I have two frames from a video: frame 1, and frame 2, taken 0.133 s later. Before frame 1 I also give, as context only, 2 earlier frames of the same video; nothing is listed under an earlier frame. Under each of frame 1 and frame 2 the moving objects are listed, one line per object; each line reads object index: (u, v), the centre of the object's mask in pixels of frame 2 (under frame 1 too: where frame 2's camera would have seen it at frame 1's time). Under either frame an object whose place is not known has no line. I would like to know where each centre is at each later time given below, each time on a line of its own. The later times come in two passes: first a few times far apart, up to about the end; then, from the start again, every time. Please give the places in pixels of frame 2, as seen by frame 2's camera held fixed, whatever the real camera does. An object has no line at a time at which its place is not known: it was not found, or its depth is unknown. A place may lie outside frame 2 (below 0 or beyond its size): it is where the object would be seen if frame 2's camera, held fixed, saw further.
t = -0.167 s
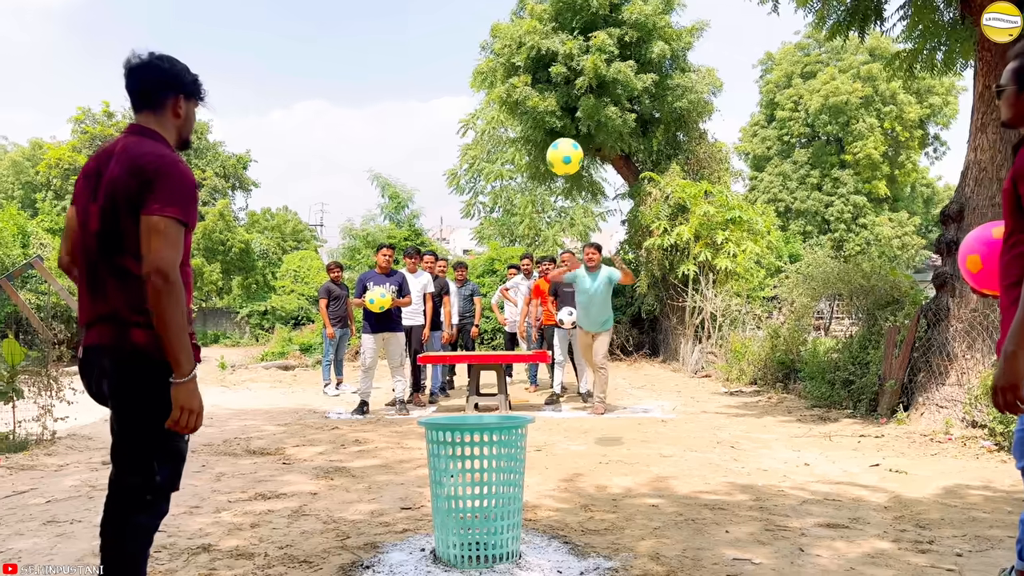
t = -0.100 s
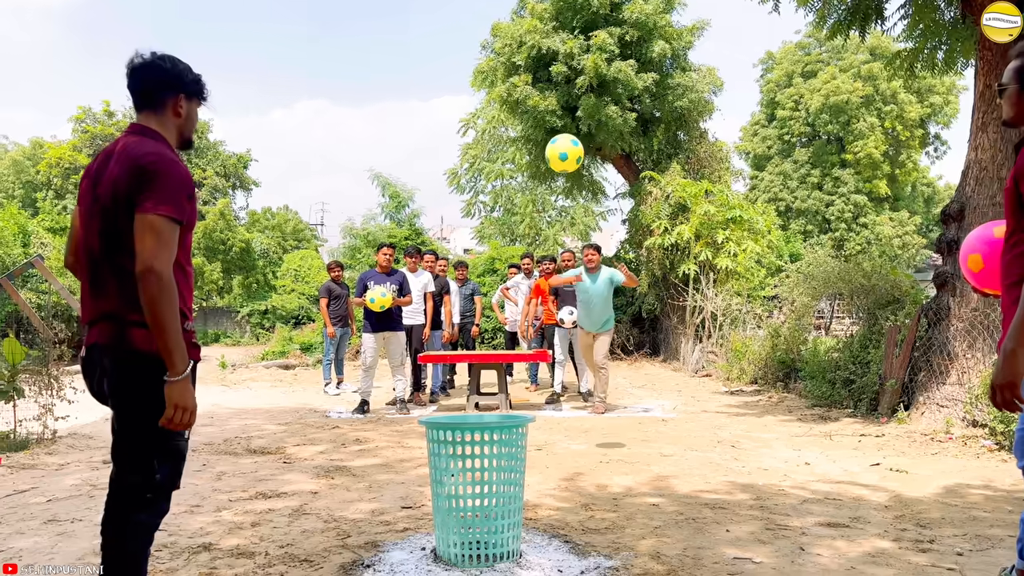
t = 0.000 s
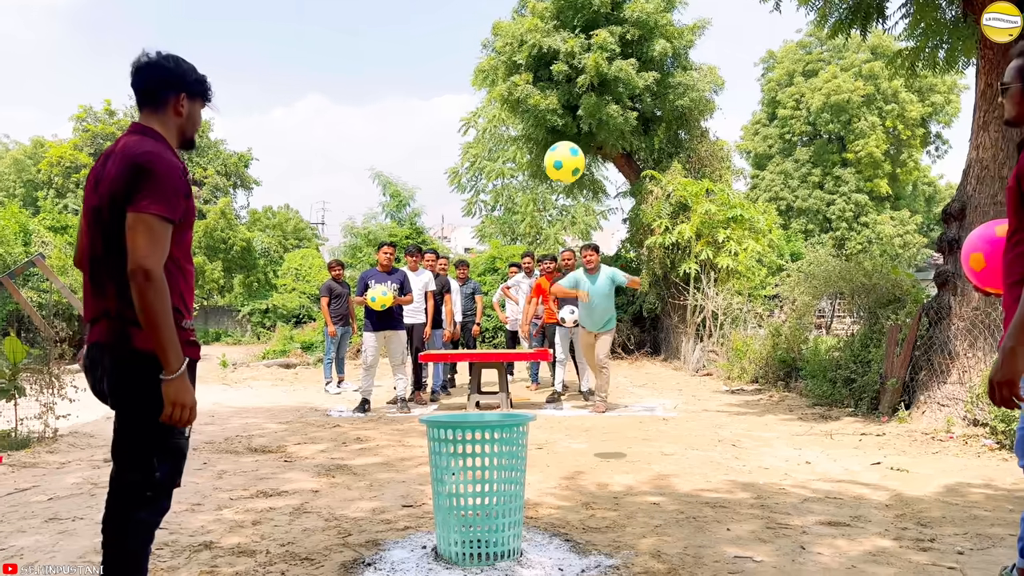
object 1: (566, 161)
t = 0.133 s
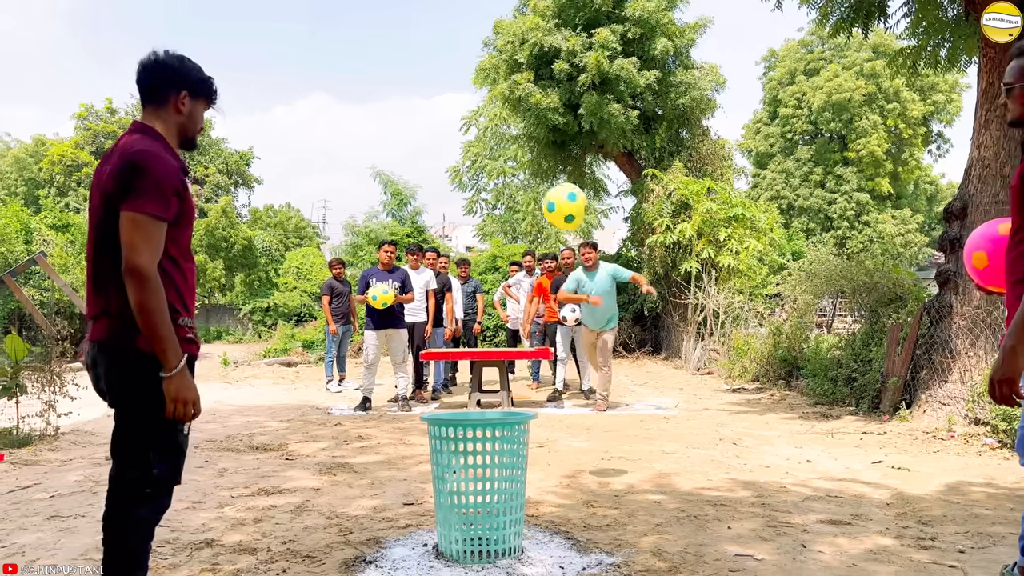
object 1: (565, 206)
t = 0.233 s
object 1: (566, 270)
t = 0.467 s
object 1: (570, 547)
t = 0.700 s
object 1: (537, 353)
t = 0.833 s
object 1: (513, 285)
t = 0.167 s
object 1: (565, 224)
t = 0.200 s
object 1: (565, 246)
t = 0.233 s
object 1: (566, 270)
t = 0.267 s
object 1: (565, 298)
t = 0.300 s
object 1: (566, 330)
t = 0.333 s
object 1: (567, 366)
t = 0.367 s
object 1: (568, 406)
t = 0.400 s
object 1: (569, 451)
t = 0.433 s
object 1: (569, 501)
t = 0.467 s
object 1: (570, 547)
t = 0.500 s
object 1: (566, 513)
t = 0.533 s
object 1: (561, 481)
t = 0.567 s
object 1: (557, 451)
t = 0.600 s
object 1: (552, 424)
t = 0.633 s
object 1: (547, 398)
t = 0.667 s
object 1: (542, 374)
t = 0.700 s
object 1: (537, 353)
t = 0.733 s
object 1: (531, 333)
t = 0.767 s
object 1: (525, 315)
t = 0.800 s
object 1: (519, 299)
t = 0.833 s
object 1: (513, 285)
